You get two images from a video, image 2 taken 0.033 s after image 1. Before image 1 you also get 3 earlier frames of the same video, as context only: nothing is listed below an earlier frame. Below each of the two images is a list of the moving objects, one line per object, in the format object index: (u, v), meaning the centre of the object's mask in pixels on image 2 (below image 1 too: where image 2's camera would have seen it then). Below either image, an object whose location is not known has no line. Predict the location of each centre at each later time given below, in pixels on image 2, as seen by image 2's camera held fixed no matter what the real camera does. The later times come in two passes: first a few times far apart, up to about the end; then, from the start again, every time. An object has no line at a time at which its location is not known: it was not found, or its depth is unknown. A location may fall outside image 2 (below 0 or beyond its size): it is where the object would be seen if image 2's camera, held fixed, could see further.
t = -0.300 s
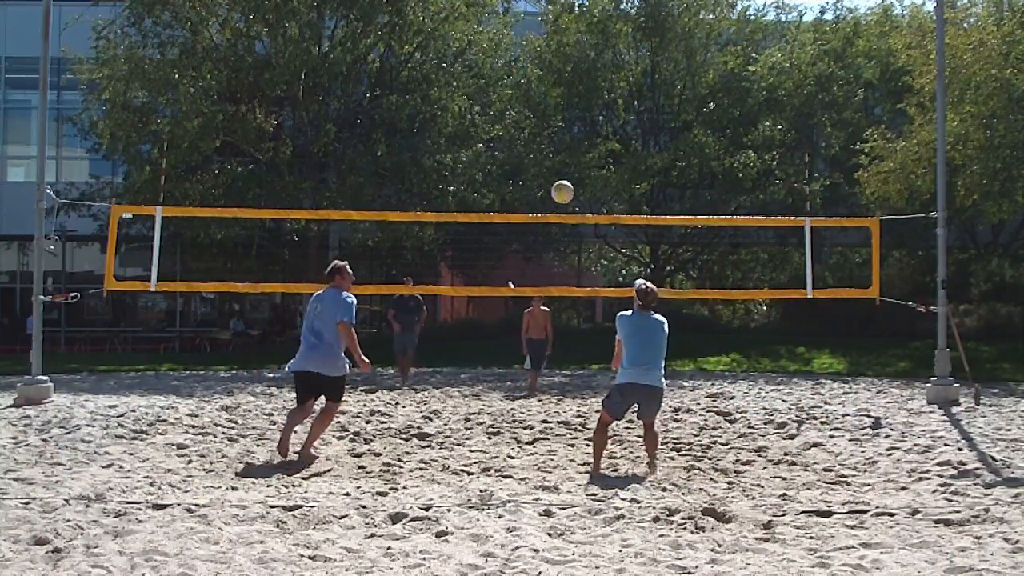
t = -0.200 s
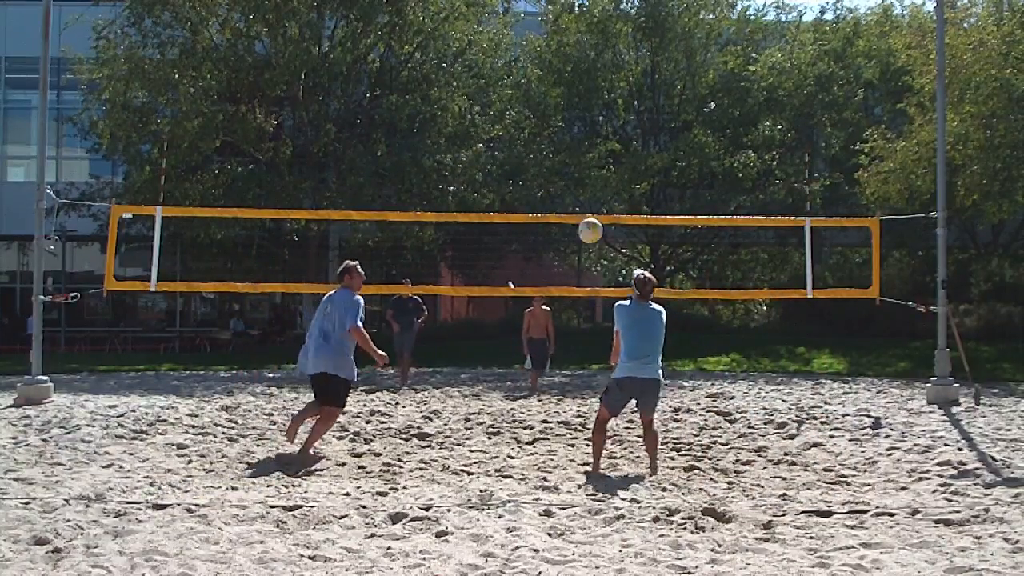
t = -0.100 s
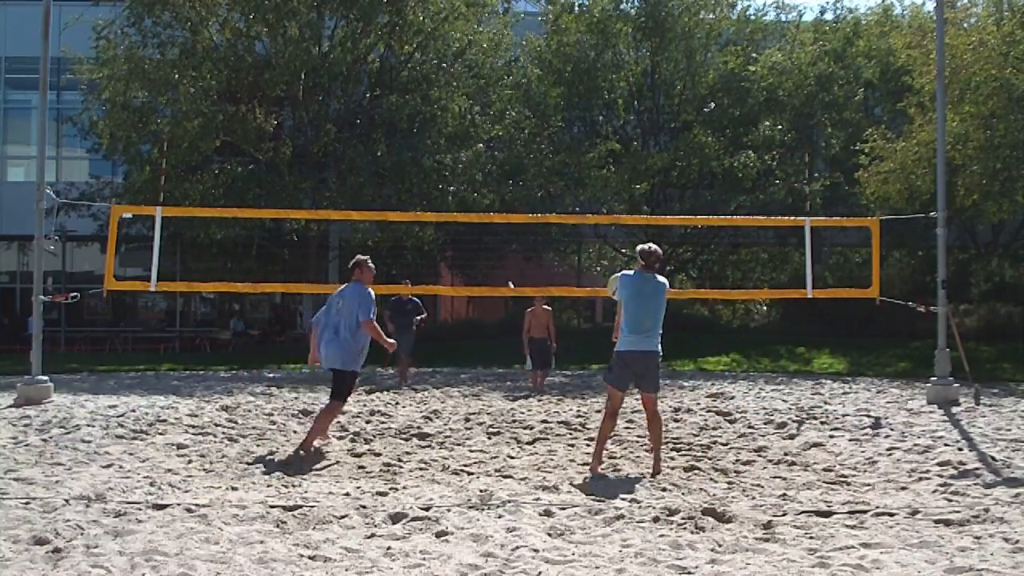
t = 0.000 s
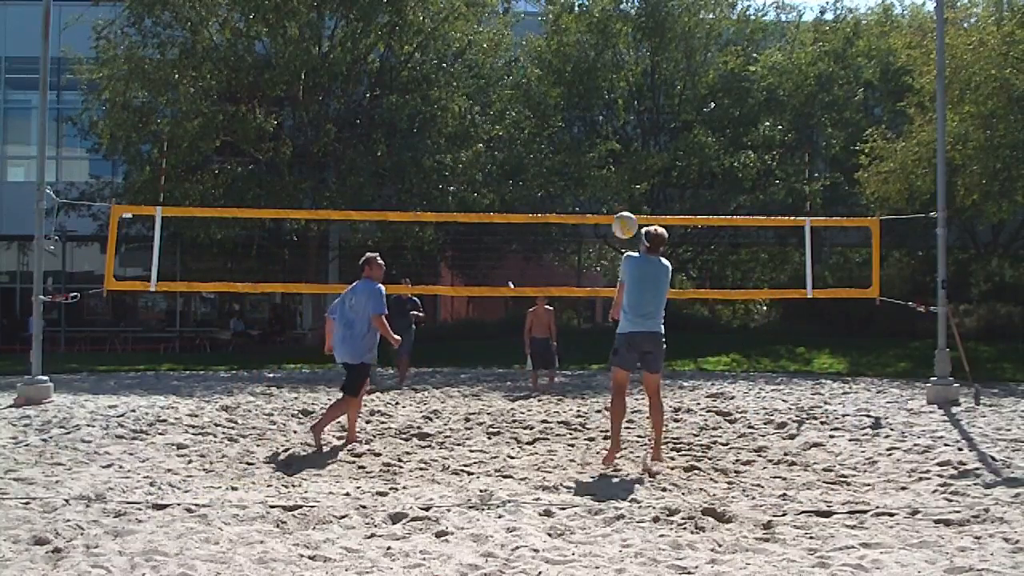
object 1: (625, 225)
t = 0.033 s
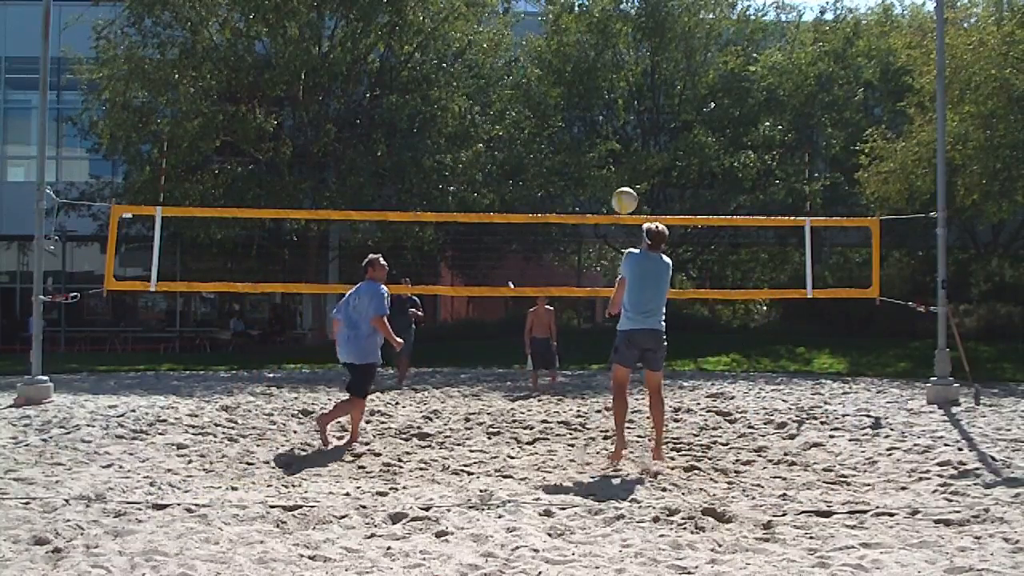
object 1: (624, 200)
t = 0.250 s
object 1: (625, 81)
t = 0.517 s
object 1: (625, 19)
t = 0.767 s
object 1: (626, 27)
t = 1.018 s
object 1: (627, 93)
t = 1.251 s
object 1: (627, 196)
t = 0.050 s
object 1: (624, 189)
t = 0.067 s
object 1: (624, 178)
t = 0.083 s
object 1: (624, 167)
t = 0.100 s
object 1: (624, 157)
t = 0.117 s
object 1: (624, 146)
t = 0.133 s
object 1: (624, 137)
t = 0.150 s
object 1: (624, 128)
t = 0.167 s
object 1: (624, 119)
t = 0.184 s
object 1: (625, 111)
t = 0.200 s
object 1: (624, 103)
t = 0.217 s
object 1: (625, 95)
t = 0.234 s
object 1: (625, 88)
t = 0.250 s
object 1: (625, 81)
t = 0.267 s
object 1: (625, 75)
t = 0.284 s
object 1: (625, 68)
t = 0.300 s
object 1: (625, 63)
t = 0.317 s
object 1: (625, 58)
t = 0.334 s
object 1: (626, 52)
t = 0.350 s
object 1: (626, 48)
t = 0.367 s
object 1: (626, 44)
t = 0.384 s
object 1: (626, 39)
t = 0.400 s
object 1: (626, 36)
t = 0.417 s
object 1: (626, 32)
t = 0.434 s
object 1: (626, 30)
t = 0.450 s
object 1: (626, 27)
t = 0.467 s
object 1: (626, 24)
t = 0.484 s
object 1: (626, 22)
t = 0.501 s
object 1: (626, 20)
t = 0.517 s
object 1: (625, 19)
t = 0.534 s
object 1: (626, 17)
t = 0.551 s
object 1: (626, 16)
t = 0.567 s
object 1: (626, 16)
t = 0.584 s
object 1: (625, 16)
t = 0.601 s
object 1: (626, 15)
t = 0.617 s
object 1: (626, 15)
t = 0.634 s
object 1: (626, 15)
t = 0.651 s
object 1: (626, 16)
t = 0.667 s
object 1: (626, 16)
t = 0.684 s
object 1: (626, 17)
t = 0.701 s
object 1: (626, 19)
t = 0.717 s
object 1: (626, 21)
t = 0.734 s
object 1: (626, 23)
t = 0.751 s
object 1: (626, 25)
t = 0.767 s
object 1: (626, 27)
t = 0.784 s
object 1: (626, 30)
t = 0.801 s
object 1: (627, 33)
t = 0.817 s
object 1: (627, 36)
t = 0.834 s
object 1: (627, 40)
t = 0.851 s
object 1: (627, 44)
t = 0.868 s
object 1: (627, 47)
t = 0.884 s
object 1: (626, 52)
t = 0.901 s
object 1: (627, 56)
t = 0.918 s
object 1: (626, 61)
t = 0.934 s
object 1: (627, 65)
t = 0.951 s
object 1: (627, 71)
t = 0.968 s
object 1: (627, 76)
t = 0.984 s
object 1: (627, 81)
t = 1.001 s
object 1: (627, 87)
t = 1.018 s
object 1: (627, 93)
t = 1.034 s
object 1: (627, 99)
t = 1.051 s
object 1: (627, 105)
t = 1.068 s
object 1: (627, 112)
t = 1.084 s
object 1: (627, 118)
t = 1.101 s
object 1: (627, 125)
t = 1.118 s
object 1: (627, 132)
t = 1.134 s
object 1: (627, 139)
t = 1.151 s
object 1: (627, 147)
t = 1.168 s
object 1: (627, 155)
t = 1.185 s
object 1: (627, 163)
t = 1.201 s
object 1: (627, 171)
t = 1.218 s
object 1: (627, 179)
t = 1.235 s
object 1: (627, 187)
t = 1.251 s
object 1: (627, 196)
